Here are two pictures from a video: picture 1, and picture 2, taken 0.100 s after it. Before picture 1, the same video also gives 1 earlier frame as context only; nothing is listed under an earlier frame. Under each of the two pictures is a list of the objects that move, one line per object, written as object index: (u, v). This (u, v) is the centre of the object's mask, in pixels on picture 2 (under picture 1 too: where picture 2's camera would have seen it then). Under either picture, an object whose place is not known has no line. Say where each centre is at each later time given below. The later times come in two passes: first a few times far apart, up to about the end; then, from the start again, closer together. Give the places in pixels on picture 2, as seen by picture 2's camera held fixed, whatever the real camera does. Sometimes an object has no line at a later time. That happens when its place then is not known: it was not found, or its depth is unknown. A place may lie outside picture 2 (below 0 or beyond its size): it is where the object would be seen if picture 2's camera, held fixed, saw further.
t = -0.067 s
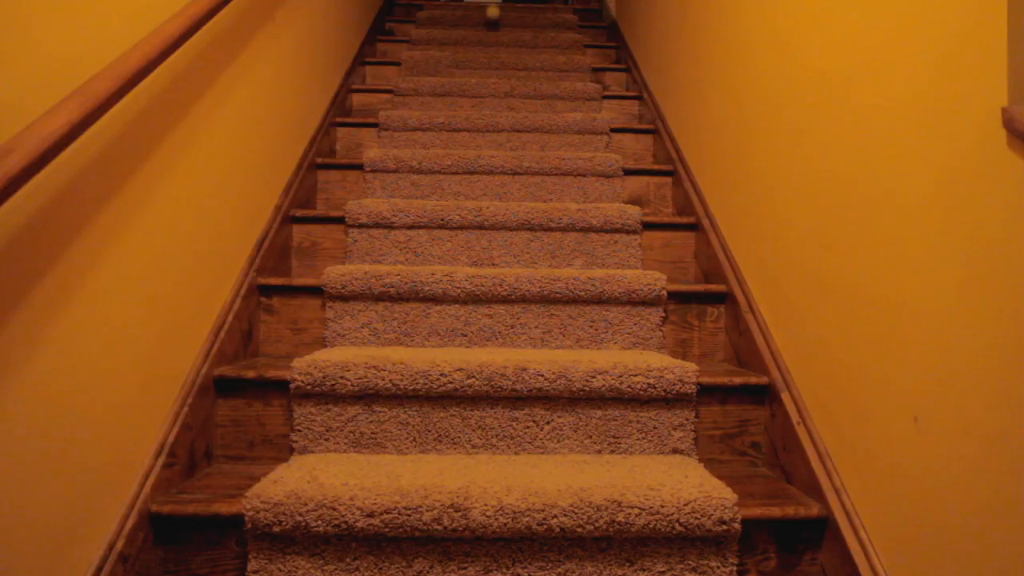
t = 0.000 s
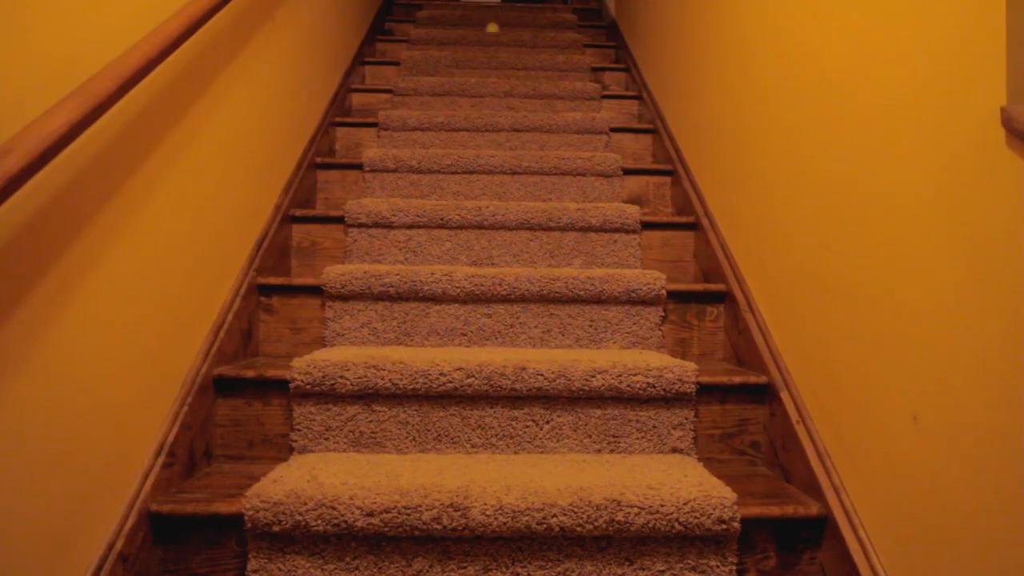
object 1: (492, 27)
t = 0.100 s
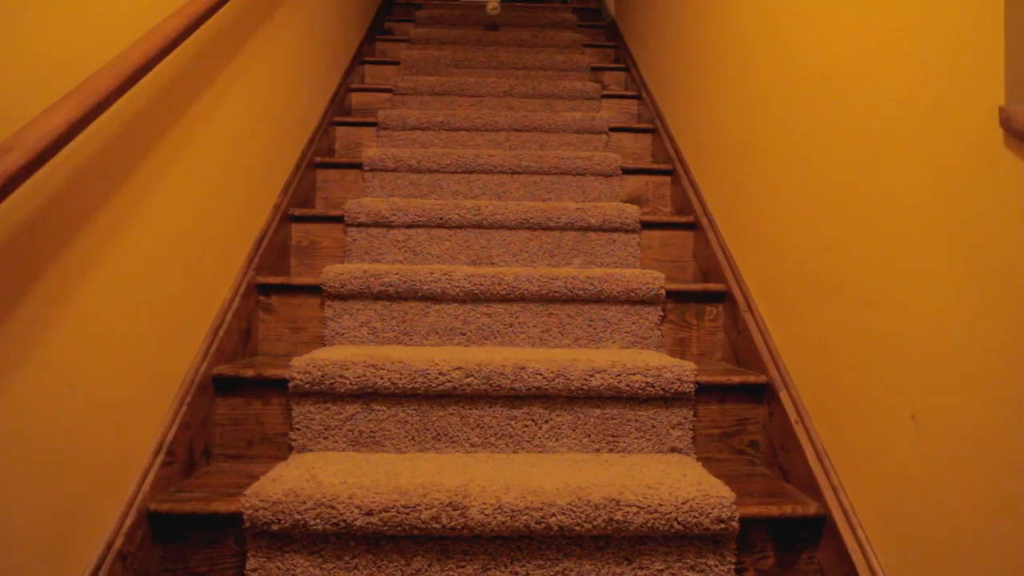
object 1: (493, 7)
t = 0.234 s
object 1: (493, 7)
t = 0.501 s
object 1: (493, 21)
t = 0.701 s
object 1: (491, 42)
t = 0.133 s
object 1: (493, 5)
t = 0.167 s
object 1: (493, 5)
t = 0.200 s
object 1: (494, 5)
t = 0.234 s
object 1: (493, 7)
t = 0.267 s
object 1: (493, 13)
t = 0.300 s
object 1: (493, 22)
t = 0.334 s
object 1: (493, 34)
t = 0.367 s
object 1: (493, 45)
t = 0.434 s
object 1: (493, 35)
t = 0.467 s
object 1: (493, 26)
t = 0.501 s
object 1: (493, 21)
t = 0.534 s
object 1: (493, 19)
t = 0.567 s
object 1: (493, 18)
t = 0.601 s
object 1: (492, 19)
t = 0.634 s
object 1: (491, 24)
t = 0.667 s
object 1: (491, 31)
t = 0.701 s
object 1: (491, 42)
